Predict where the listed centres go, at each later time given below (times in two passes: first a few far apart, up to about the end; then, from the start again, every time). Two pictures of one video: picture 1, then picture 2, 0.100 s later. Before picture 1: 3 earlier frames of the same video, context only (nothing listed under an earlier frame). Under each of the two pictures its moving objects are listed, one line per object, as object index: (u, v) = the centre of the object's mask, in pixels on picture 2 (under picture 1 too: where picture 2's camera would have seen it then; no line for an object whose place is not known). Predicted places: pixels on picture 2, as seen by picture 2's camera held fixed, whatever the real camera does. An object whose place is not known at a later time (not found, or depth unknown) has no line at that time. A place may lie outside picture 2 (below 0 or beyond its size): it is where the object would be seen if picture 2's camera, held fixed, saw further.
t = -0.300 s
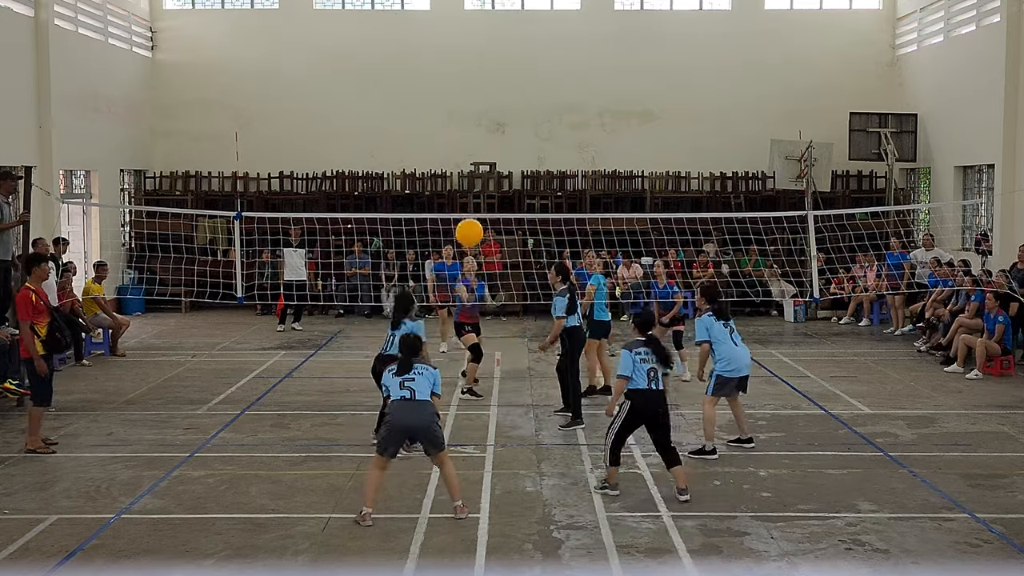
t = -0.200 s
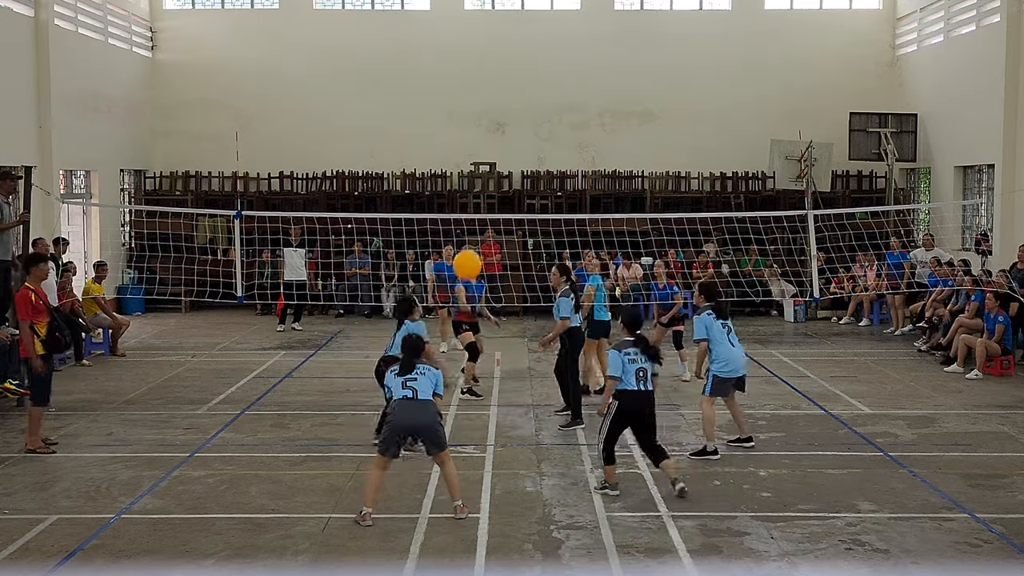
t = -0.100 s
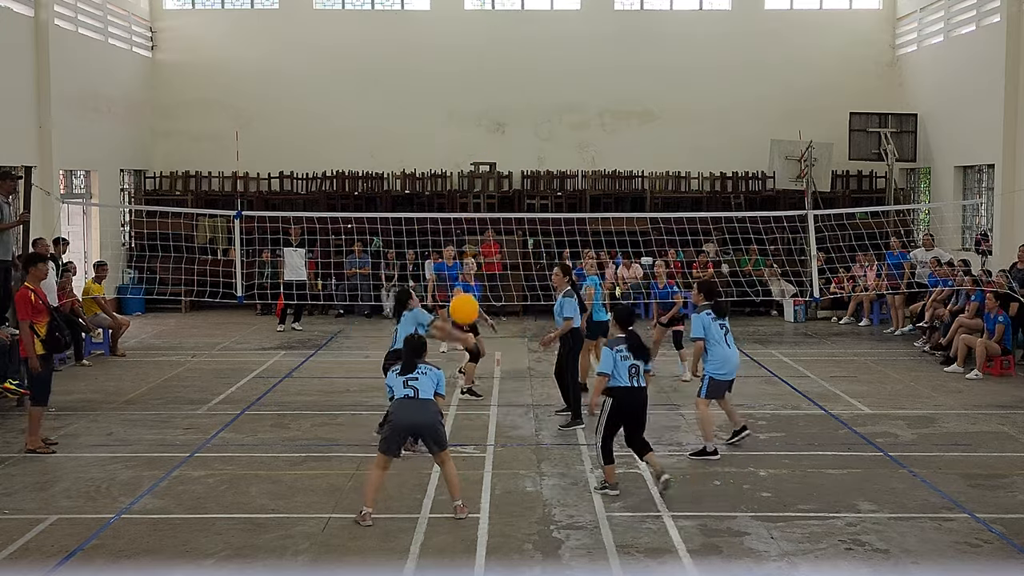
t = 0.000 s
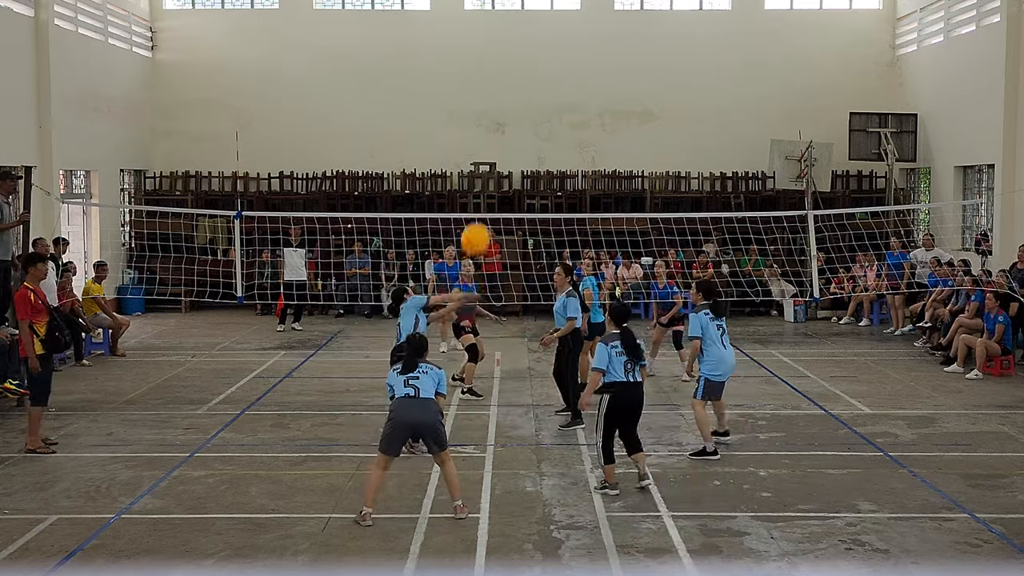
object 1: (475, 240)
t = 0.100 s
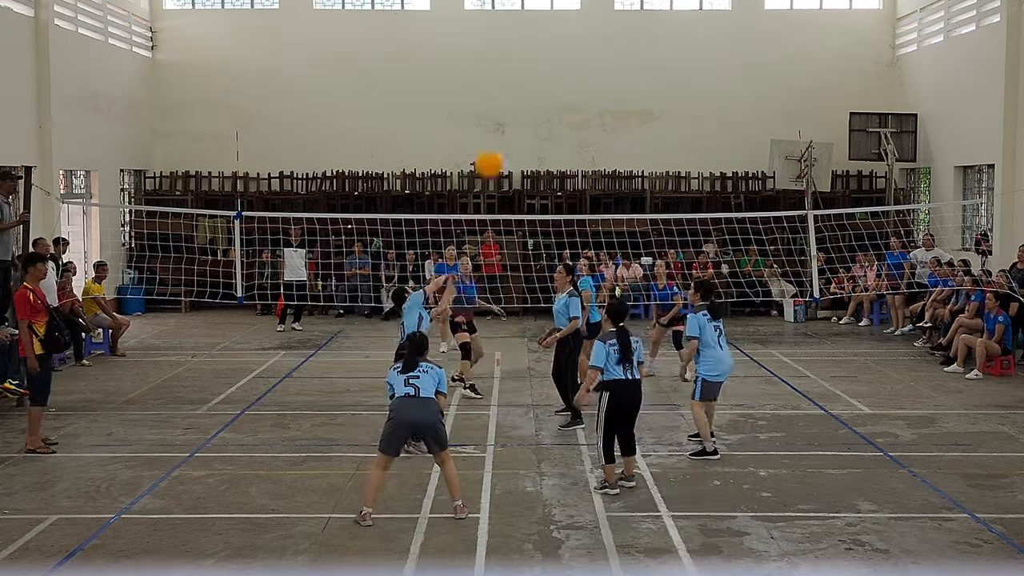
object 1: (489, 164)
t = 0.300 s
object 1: (509, 62)
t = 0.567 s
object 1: (522, 10)
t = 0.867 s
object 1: (533, 28)
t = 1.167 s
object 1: (542, 103)
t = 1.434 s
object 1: (550, 203)
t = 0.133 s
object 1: (493, 141)
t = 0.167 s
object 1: (498, 122)
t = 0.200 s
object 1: (500, 104)
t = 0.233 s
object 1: (504, 89)
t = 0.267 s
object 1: (507, 74)
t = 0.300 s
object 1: (509, 62)
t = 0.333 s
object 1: (511, 50)
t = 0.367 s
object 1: (513, 40)
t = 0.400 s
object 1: (515, 32)
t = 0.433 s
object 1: (517, 25)
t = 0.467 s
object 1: (518, 19)
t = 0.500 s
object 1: (520, 15)
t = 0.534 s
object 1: (521, 11)
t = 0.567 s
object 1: (522, 10)
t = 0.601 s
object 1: (524, 9)
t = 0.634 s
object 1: (525, 8)
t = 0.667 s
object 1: (526, 9)
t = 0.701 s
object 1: (527, 10)
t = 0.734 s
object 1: (528, 11)
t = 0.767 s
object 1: (529, 14)
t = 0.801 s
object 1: (531, 18)
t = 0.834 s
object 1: (532, 23)
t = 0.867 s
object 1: (533, 28)
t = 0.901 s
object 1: (534, 34)
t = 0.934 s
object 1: (536, 40)
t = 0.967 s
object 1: (537, 48)
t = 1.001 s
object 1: (538, 55)
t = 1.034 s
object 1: (539, 64)
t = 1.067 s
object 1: (539, 73)
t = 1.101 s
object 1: (541, 82)
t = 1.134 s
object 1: (541, 93)
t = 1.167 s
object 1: (542, 103)
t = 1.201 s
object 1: (543, 114)
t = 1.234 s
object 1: (545, 126)
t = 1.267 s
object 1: (546, 138)
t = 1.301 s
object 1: (546, 150)
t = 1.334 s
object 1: (547, 163)
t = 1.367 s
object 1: (548, 177)
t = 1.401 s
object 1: (549, 189)
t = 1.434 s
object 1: (550, 203)
